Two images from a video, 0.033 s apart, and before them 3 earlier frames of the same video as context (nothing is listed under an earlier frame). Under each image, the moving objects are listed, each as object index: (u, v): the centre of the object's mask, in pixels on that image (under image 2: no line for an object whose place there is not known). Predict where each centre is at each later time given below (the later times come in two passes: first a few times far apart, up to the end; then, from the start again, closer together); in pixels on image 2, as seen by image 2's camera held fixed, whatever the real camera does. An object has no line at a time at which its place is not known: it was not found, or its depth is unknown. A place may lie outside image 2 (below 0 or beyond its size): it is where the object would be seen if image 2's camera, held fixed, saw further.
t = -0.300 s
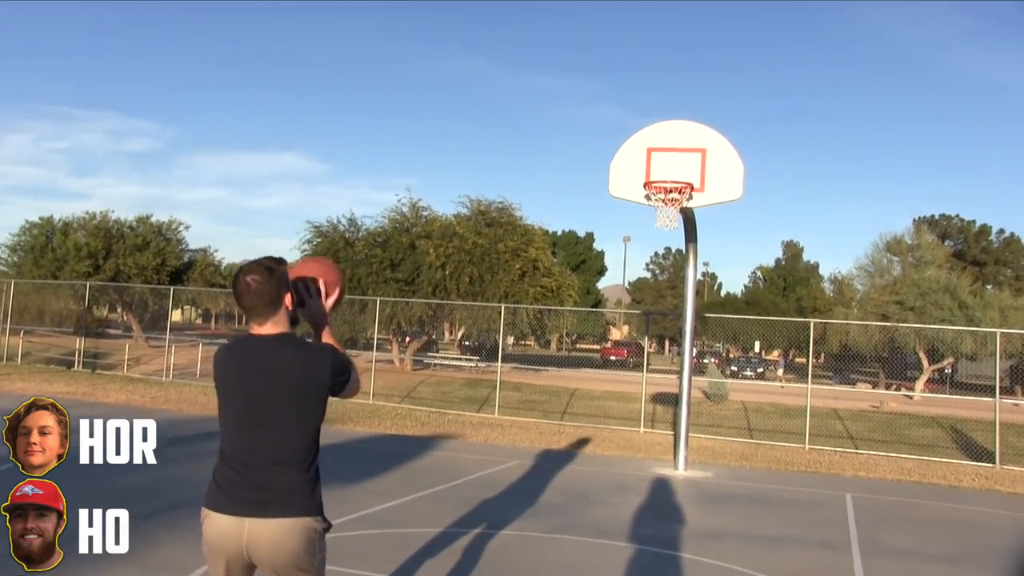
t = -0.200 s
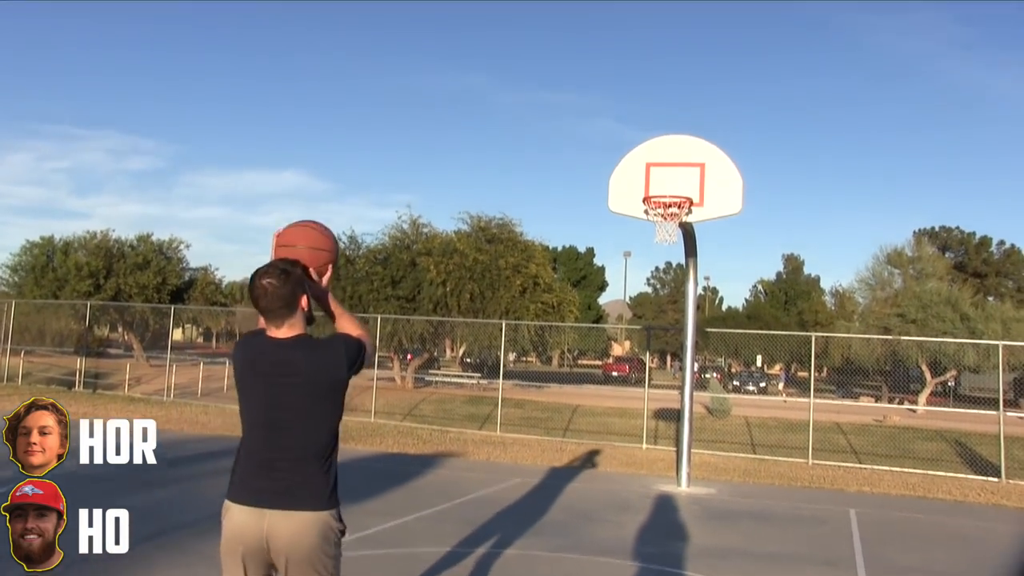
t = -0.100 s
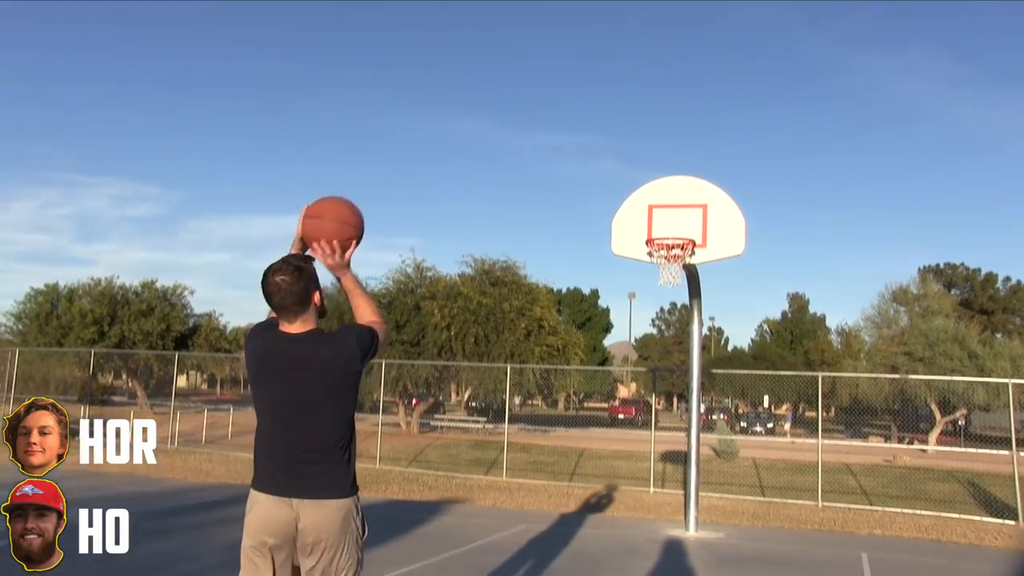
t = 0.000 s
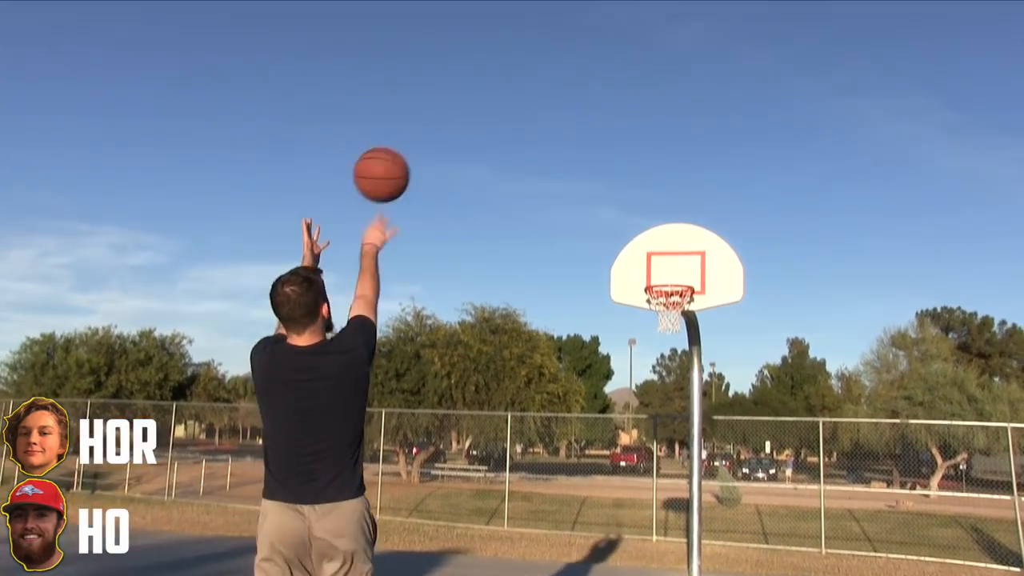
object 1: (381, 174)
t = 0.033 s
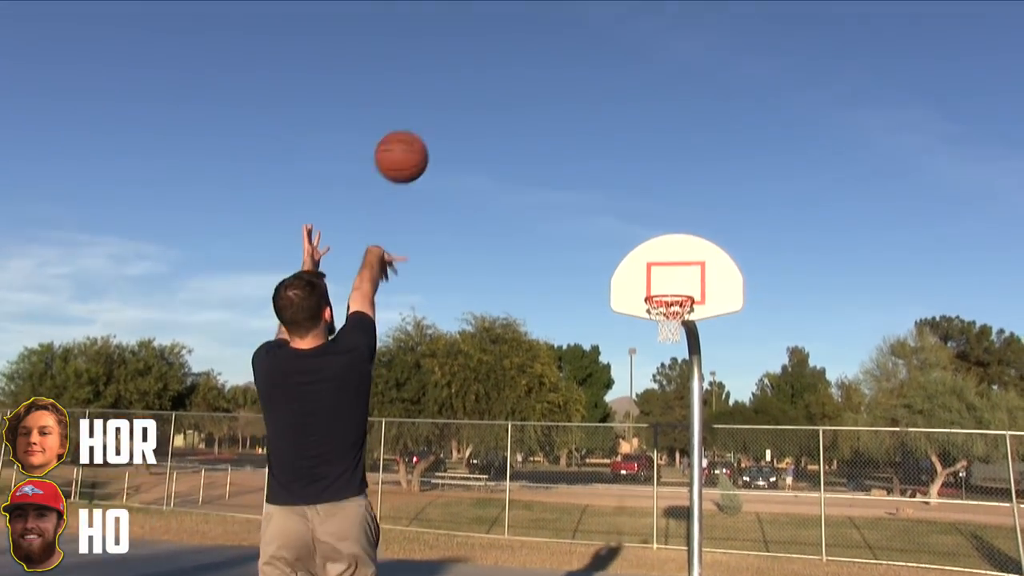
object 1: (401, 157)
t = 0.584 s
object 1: (578, 83)
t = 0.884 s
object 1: (618, 198)
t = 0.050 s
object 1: (410, 144)
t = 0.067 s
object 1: (418, 132)
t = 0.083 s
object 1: (426, 123)
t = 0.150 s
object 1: (458, 87)
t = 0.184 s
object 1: (472, 73)
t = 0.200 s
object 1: (479, 67)
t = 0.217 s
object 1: (485, 63)
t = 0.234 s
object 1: (490, 59)
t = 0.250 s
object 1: (495, 55)
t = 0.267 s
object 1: (501, 52)
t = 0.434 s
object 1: (545, 51)
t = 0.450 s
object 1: (549, 54)
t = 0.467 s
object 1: (553, 56)
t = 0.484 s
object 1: (557, 59)
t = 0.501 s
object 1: (561, 62)
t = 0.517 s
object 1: (565, 66)
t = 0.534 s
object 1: (569, 70)
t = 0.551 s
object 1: (572, 74)
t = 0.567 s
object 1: (575, 78)
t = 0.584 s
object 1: (578, 83)
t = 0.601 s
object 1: (581, 88)
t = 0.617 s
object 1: (583, 93)
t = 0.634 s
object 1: (586, 98)
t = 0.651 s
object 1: (589, 103)
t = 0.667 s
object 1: (591, 108)
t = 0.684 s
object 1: (594, 114)
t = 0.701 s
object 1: (597, 120)
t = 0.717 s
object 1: (599, 126)
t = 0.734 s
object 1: (602, 132)
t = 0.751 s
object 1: (604, 139)
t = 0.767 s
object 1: (607, 145)
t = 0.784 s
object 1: (609, 152)
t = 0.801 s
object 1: (611, 159)
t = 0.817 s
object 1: (612, 167)
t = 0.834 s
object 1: (614, 174)
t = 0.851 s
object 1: (615, 182)
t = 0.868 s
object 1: (617, 189)
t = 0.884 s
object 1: (618, 198)
